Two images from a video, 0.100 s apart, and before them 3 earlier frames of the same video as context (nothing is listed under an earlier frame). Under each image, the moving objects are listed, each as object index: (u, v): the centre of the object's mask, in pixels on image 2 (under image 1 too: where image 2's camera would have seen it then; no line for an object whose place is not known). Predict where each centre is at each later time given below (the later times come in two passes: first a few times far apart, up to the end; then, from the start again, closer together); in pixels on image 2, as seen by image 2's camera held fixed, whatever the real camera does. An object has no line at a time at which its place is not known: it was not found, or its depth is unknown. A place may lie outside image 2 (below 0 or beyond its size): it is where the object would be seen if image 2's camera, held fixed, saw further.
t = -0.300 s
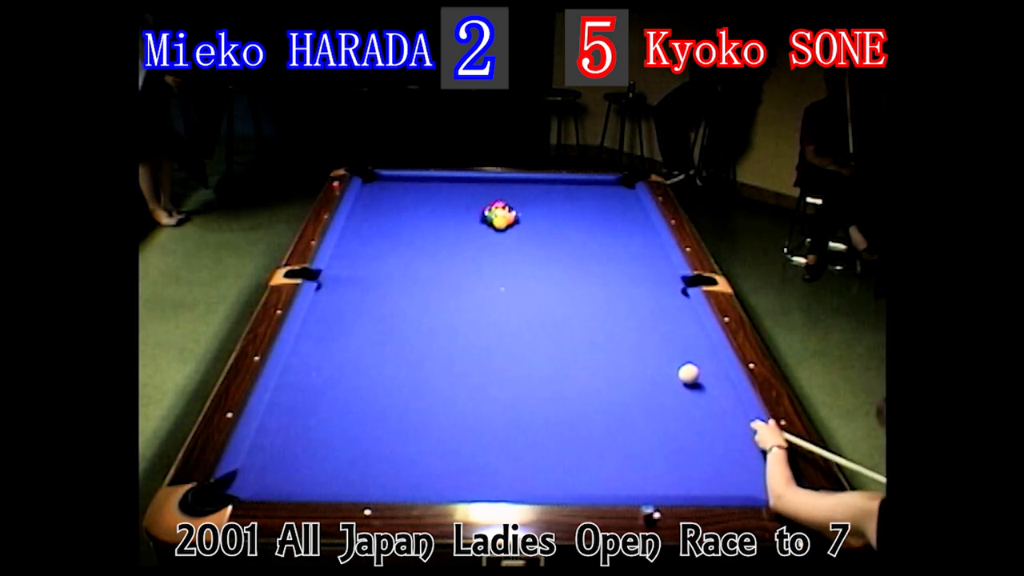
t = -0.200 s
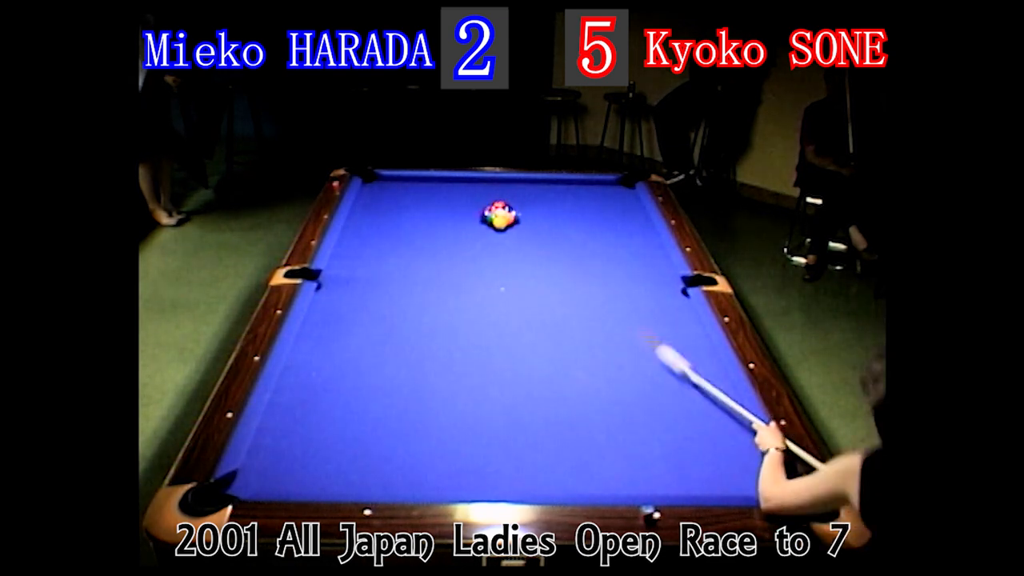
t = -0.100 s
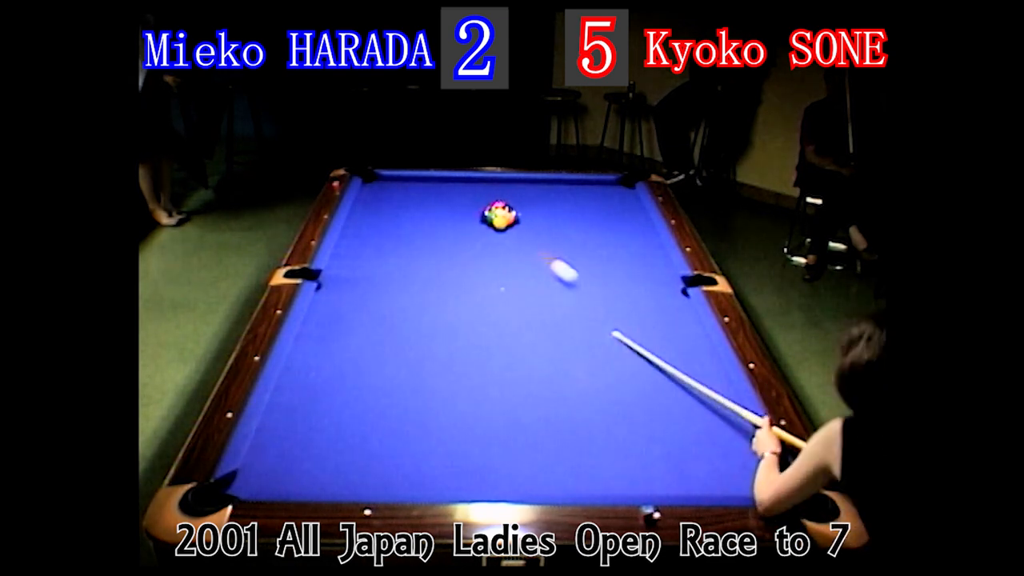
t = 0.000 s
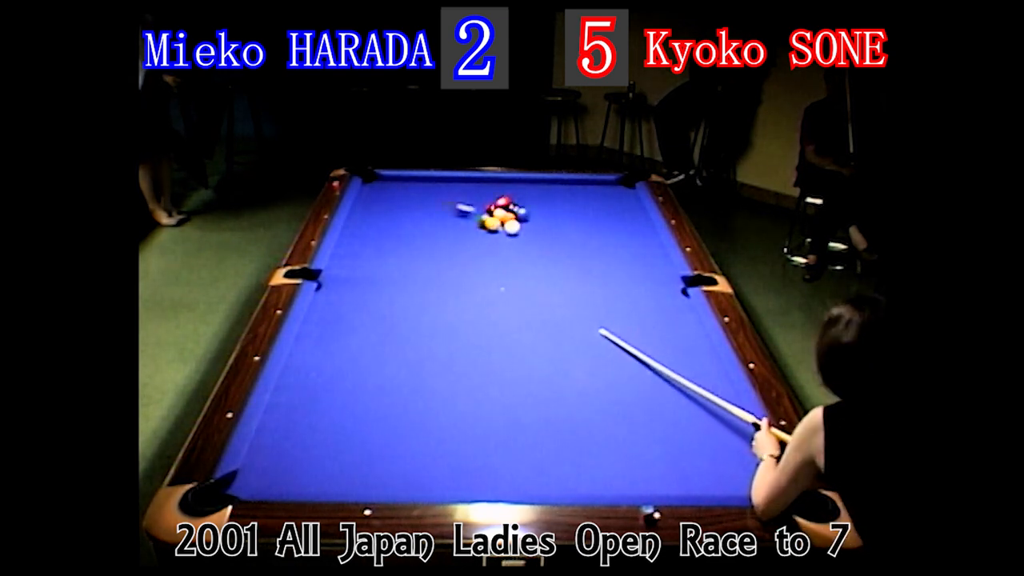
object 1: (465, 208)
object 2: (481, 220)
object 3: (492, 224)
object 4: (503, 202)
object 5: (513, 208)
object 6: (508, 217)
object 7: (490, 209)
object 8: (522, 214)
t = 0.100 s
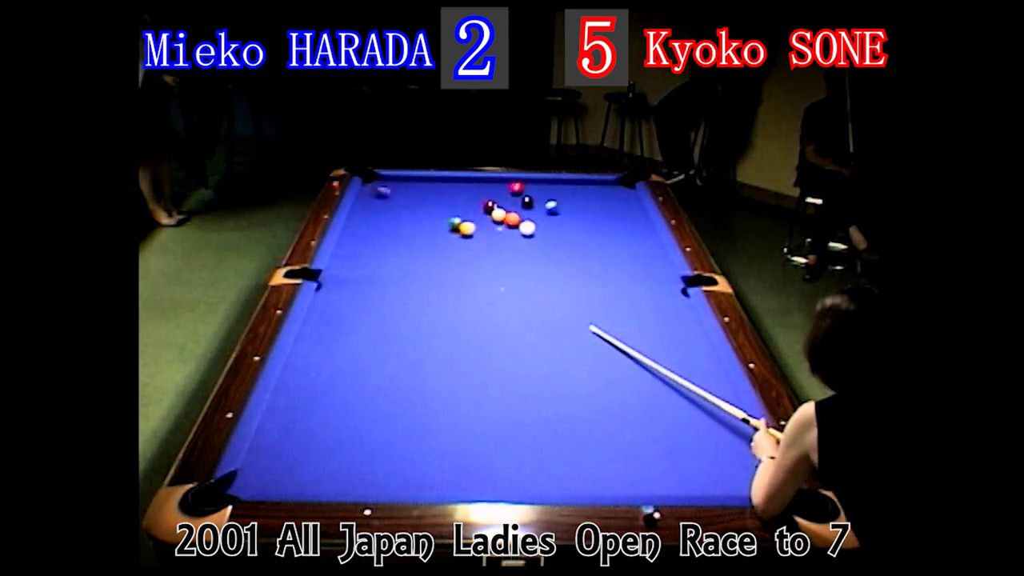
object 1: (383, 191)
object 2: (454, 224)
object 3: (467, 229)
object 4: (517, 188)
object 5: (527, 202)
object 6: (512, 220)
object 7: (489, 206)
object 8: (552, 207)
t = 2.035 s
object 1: (412, 293)
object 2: (500, 320)
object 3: (469, 302)
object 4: (697, 366)
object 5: (620, 224)
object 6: (550, 222)
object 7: (461, 190)
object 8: (497, 195)
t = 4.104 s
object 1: (428, 479)
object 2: (750, 457)
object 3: (658, 369)
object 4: (597, 401)
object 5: (571, 265)
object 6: (550, 222)
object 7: (451, 197)
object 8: (373, 211)
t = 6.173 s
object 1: (508, 430)
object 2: (712, 479)
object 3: (708, 405)
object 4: (515, 329)
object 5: (546, 286)
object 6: (550, 222)
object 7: (451, 197)
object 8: (366, 216)
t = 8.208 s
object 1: (519, 422)
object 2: (712, 479)
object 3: (708, 405)
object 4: (493, 310)
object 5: (545, 286)
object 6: (550, 222)
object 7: (451, 196)
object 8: (366, 216)
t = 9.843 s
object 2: (712, 479)
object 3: (708, 405)
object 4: (493, 309)
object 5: (545, 286)
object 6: (550, 222)
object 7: (451, 197)
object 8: (366, 217)
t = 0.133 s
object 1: (369, 186)
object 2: (446, 226)
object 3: (458, 230)
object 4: (520, 184)
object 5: (531, 199)
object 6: (513, 219)
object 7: (489, 205)
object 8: (561, 205)
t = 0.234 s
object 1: (425, 180)
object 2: (422, 228)
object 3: (436, 234)
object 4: (530, 185)
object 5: (544, 193)
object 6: (516, 220)
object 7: (487, 202)
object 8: (585, 200)
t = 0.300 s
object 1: (458, 181)
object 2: (406, 231)
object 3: (422, 237)
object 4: (536, 191)
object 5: (551, 190)
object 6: (519, 220)
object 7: (485, 200)
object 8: (599, 196)
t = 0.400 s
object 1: (498, 186)
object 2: (383, 234)
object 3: (400, 241)
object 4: (544, 199)
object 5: (562, 185)
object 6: (522, 220)
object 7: (483, 197)
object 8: (618, 194)
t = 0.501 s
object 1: (538, 191)
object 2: (359, 238)
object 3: (378, 245)
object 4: (554, 206)
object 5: (571, 183)
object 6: (525, 220)
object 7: (482, 194)
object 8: (627, 189)
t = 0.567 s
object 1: (562, 194)
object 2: (344, 240)
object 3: (362, 248)
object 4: (560, 212)
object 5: (577, 185)
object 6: (527, 221)
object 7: (480, 192)
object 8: (617, 188)
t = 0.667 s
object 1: (596, 200)
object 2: (356, 244)
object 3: (340, 252)
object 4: (570, 220)
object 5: (585, 188)
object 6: (529, 221)
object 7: (478, 189)
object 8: (603, 185)
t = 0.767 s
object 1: (631, 203)
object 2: (365, 250)
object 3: (349, 256)
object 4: (579, 229)
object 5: (594, 190)
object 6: (532, 221)
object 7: (476, 186)
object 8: (590, 179)
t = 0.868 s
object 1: (623, 208)
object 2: (375, 255)
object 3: (359, 259)
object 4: (589, 237)
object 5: (601, 193)
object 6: (534, 221)
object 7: (475, 184)
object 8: (584, 183)
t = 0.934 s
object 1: (609, 214)
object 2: (381, 259)
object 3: (365, 262)
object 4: (597, 244)
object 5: (607, 196)
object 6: (536, 221)
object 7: (474, 182)
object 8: (579, 184)
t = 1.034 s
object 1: (591, 219)
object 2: (392, 263)
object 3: (374, 265)
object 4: (608, 253)
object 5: (616, 198)
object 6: (538, 221)
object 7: (472, 180)
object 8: (571, 185)
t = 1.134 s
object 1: (575, 226)
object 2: (402, 270)
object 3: (384, 269)
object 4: (619, 262)
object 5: (623, 201)
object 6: (540, 222)
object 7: (471, 181)
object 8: (563, 186)
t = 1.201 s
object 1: (565, 230)
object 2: (408, 273)
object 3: (390, 272)
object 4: (627, 269)
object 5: (630, 204)
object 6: (541, 222)
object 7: (470, 181)
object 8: (559, 187)
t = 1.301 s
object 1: (549, 236)
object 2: (419, 279)
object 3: (399, 275)
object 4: (639, 279)
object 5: (638, 206)
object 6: (542, 222)
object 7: (468, 182)
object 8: (550, 188)
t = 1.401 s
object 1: (531, 243)
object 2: (429, 284)
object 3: (409, 279)
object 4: (652, 291)
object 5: (637, 209)
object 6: (544, 222)
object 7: (467, 184)
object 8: (543, 189)
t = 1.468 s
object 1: (520, 248)
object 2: (437, 288)
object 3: (415, 281)
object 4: (661, 298)
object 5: (635, 211)
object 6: (545, 222)
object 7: (467, 184)
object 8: (539, 190)
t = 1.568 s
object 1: (503, 255)
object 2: (447, 293)
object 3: (425, 285)
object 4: (675, 310)
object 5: (633, 213)
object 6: (546, 222)
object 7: (466, 185)
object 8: (530, 190)
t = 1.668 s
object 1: (485, 263)
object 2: (459, 299)
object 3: (434, 289)
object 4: (689, 322)
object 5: (630, 215)
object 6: (547, 222)
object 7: (465, 186)
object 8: (524, 192)
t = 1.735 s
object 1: (472, 268)
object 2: (466, 303)
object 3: (441, 291)
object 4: (695, 330)
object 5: (628, 217)
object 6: (548, 222)
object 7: (464, 186)
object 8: (518, 193)
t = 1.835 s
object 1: (453, 275)
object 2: (477, 309)
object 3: (451, 295)
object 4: (696, 342)
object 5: (626, 218)
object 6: (549, 222)
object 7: (463, 188)
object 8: (512, 192)
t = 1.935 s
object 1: (433, 284)
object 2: (489, 315)
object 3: (460, 299)
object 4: (696, 354)
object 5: (624, 222)
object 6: (549, 222)
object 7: (462, 189)
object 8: (503, 194)
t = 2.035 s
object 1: (412, 293)
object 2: (500, 320)
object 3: (469, 302)
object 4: (697, 366)
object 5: (620, 224)
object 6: (550, 222)
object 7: (461, 190)
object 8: (497, 195)
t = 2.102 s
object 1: (398, 299)
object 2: (508, 324)
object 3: (476, 305)
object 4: (698, 375)
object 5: (619, 226)
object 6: (550, 222)
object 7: (461, 190)
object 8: (492, 196)
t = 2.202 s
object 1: (376, 307)
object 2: (520, 331)
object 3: (486, 308)
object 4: (699, 389)
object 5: (616, 227)
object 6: (550, 222)
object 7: (460, 191)
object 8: (485, 196)
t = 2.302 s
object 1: (353, 316)
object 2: (531, 336)
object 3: (495, 312)
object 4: (700, 403)
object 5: (614, 230)
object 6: (550, 222)
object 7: (460, 191)
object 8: (478, 197)
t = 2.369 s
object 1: (338, 323)
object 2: (540, 340)
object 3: (502, 314)
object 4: (701, 413)
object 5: (612, 231)
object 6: (550, 222)
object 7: (459, 191)
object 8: (474, 198)
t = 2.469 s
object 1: (313, 334)
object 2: (551, 347)
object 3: (511, 317)
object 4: (702, 428)
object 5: (610, 234)
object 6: (550, 222)
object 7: (457, 193)
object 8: (466, 199)
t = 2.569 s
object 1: (310, 341)
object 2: (564, 353)
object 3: (521, 320)
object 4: (703, 444)
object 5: (607, 235)
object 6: (550, 222)
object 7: (456, 193)
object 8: (460, 200)
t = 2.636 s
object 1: (317, 347)
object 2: (572, 358)
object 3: (527, 323)
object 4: (704, 455)
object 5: (605, 237)
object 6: (550, 222)
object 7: (457, 192)
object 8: (455, 201)
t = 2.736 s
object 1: (323, 356)
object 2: (584, 364)
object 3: (536, 326)
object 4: (705, 473)
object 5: (603, 240)
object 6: (550, 222)
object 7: (457, 194)
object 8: (449, 202)
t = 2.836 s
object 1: (330, 363)
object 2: (597, 370)
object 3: (546, 330)
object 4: (706, 487)
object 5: (600, 242)
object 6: (550, 222)
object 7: (455, 196)
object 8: (443, 202)
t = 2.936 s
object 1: (337, 371)
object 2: (610, 378)
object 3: (555, 333)
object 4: (695, 480)
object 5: (598, 244)
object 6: (550, 222)
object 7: (454, 196)
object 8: (436, 203)
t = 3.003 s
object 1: (342, 378)
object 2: (618, 382)
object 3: (561, 336)
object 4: (688, 475)
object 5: (596, 245)
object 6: (550, 222)
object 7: (454, 197)
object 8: (432, 203)
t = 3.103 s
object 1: (349, 386)
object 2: (631, 388)
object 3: (570, 338)
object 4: (677, 467)
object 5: (594, 247)
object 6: (550, 222)
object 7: (454, 197)
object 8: (426, 204)
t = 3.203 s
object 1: (356, 395)
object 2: (644, 395)
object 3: (580, 342)
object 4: (668, 459)
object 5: (592, 250)
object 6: (550, 222)
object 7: (453, 198)
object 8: (420, 205)
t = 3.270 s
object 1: (361, 400)
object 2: (653, 400)
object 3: (586, 344)
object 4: (662, 455)
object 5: (590, 251)
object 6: (550, 222)
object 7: (453, 197)
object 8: (417, 206)
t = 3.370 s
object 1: (369, 410)
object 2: (666, 407)
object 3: (595, 347)
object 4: (653, 448)
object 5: (587, 252)
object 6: (550, 222)
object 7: (452, 196)
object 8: (411, 206)
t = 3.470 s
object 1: (376, 419)
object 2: (680, 413)
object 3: (604, 350)
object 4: (644, 440)
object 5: (585, 255)
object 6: (550, 222)
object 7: (452, 197)
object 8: (404, 207)
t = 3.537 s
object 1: (381, 425)
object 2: (689, 418)
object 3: (610, 352)
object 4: (639, 435)
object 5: (584, 256)
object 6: (550, 222)
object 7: (452, 197)
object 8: (401, 208)
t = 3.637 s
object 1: (389, 435)
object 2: (702, 425)
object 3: (619, 355)
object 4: (631, 429)
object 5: (582, 257)
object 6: (550, 222)
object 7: (451, 197)
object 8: (396, 208)
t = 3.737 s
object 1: (397, 444)
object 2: (715, 432)
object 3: (627, 358)
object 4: (623, 423)
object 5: (579, 259)
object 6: (550, 222)
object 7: (451, 197)
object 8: (390, 208)
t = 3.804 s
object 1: (402, 450)
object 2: (725, 437)
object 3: (633, 360)
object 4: (618, 418)
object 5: (578, 260)
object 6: (550, 222)
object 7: (451, 197)
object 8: (387, 209)
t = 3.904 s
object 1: (411, 461)
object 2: (739, 444)
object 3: (641, 363)
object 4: (611, 412)
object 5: (576, 262)
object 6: (550, 222)
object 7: (451, 197)
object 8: (383, 210)
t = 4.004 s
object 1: (420, 470)
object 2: (752, 451)
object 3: (650, 366)
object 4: (604, 406)
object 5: (573, 264)
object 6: (550, 222)
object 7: (451, 197)
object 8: (379, 210)
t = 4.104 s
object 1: (428, 479)
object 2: (750, 457)
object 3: (658, 369)
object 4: (597, 401)
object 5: (571, 265)
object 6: (550, 222)
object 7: (451, 197)
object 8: (373, 211)
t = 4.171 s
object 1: (435, 483)
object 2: (748, 460)
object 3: (664, 371)
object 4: (593, 397)
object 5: (569, 266)
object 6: (550, 222)
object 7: (451, 197)
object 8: (369, 212)
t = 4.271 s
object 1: (441, 482)
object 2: (746, 465)
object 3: (672, 374)
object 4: (587, 392)
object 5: (568, 268)
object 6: (550, 222)
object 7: (451, 197)
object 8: (365, 212)
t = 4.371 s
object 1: (446, 480)
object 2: (744, 471)
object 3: (679, 377)
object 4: (582, 387)
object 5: (566, 269)
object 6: (550, 222)
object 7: (451, 197)
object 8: (360, 213)
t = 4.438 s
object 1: (449, 478)
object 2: (742, 474)
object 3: (685, 378)
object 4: (578, 383)
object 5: (565, 271)
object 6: (550, 222)
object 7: (451, 197)
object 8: (358, 214)
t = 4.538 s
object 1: (454, 475)
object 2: (739, 478)
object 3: (692, 381)
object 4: (572, 379)
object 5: (563, 271)
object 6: (550, 222)
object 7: (451, 197)
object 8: (354, 214)
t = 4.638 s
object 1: (458, 470)
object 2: (737, 482)
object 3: (700, 384)
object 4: (567, 375)
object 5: (562, 273)
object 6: (550, 222)
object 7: (451, 197)
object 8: (355, 215)
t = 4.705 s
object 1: (462, 467)
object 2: (735, 484)
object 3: (705, 386)
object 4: (564, 372)
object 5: (561, 274)
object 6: (550, 222)
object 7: (451, 197)
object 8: (356, 214)
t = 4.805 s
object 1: (466, 464)
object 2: (733, 487)
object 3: (712, 388)
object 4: (560, 368)
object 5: (559, 275)
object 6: (550, 222)
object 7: (451, 197)
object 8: (357, 214)
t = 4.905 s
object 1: (470, 460)
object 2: (730, 487)
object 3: (720, 391)
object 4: (555, 364)
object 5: (557, 276)
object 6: (550, 222)
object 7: (451, 197)
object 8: (359, 215)
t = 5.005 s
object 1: (474, 456)
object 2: (727, 486)
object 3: (725, 393)
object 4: (551, 360)
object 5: (556, 278)
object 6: (550, 222)
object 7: (451, 197)
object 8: (361, 215)
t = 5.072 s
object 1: (477, 454)
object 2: (725, 485)
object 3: (723, 394)
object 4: (549, 358)
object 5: (555, 278)
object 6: (550, 222)
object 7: (451, 197)
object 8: (362, 215)
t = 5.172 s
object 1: (481, 451)
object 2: (723, 484)
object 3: (721, 395)
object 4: (545, 355)
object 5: (554, 279)
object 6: (550, 222)
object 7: (451, 197)
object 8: (362, 216)
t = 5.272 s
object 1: (484, 448)
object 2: (721, 484)
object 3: (720, 397)
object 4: (541, 351)
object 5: (553, 280)
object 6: (550, 222)
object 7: (451, 197)
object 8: (364, 216)
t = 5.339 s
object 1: (486, 447)
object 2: (719, 483)
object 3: (718, 398)
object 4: (538, 349)
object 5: (552, 280)
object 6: (550, 222)
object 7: (451, 197)
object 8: (364, 217)
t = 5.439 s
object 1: (490, 445)
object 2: (718, 482)
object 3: (717, 399)
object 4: (535, 346)
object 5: (551, 281)
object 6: (550, 222)
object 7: (451, 197)
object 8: (365, 217)
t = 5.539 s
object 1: (493, 442)
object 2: (716, 481)
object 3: (715, 400)
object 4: (532, 344)
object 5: (550, 282)
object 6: (550, 222)
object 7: (451, 197)
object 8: (365, 217)
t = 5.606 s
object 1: (495, 440)
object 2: (715, 481)
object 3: (714, 401)
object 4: (530, 342)
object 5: (549, 283)
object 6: (550, 222)
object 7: (451, 197)
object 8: (366, 216)
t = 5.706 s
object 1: (498, 438)
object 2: (714, 480)
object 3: (713, 402)
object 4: (527, 339)
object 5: (548, 283)
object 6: (550, 222)
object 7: (451, 196)
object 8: (366, 217)
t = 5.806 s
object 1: (500, 436)
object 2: (713, 480)
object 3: (712, 402)
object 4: (524, 337)
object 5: (547, 284)
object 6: (550, 222)
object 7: (451, 197)
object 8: (366, 216)
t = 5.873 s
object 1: (502, 435)
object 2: (712, 480)
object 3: (711, 403)
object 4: (523, 336)
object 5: (547, 284)
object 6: (550, 222)
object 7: (451, 197)
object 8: (366, 216)
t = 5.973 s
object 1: (504, 433)
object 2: (712, 479)
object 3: (710, 403)
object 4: (520, 333)
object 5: (547, 285)
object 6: (550, 222)
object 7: (451, 197)
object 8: (366, 216)
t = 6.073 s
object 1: (506, 431)
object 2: (712, 479)
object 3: (709, 404)
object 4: (517, 331)
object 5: (546, 285)
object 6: (550, 222)
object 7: (451, 197)
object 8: (367, 216)
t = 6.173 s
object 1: (508, 430)
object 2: (712, 479)
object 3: (708, 405)
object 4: (515, 329)
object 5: (546, 286)
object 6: (550, 222)
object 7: (451, 197)
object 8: (366, 216)
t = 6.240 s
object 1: (510, 429)
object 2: (712, 479)
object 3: (708, 405)
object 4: (514, 328)
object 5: (545, 286)
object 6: (550, 222)
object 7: (451, 197)
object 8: (366, 216)
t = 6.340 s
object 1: (511, 428)
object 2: (712, 479)
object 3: (708, 405)
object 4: (512, 326)
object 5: (545, 286)
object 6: (550, 222)
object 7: (451, 197)
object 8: (366, 216)
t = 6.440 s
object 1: (513, 427)
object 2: (712, 479)
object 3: (708, 406)
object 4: (510, 324)
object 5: (545, 286)
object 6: (550, 222)
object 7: (451, 197)
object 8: (366, 216)
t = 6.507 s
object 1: (514, 426)
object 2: (712, 479)
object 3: (708, 406)
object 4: (509, 323)
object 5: (545, 286)
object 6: (550, 222)
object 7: (451, 197)
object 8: (366, 216)
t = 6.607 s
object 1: (515, 425)
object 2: (712, 479)
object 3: (708, 406)
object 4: (507, 322)
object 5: (545, 286)
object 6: (550, 222)
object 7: (451, 197)
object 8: (366, 216)
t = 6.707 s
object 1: (516, 424)
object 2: (712, 479)
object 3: (708, 406)
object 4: (506, 320)
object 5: (545, 286)
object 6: (550, 222)
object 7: (451, 197)
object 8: (366, 216)
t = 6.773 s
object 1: (517, 423)
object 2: (712, 479)
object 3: (708, 406)
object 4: (504, 320)
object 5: (545, 286)
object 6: (550, 222)
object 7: (451, 197)
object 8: (366, 216)
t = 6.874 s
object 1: (518, 423)
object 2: (712, 479)
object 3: (708, 406)
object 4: (503, 318)
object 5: (545, 286)
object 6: (550, 222)
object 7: (451, 197)
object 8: (366, 216)
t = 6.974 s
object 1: (518, 422)
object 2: (712, 479)
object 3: (708, 406)
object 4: (502, 317)
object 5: (545, 286)
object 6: (550, 222)
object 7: (451, 197)
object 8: (366, 216)
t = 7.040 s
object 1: (519, 422)
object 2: (712, 479)
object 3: (708, 406)
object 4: (501, 316)
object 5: (545, 286)
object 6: (550, 222)
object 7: (451, 197)
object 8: (366, 216)
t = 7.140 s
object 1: (519, 422)
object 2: (712, 479)
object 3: (708, 406)
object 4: (500, 315)
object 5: (545, 286)
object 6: (550, 222)
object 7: (451, 197)
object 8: (367, 216)
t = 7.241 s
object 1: (519, 422)
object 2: (711, 479)
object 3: (708, 406)
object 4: (499, 314)
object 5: (545, 286)
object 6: (550, 222)
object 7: (451, 197)
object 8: (367, 216)
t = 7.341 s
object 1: (519, 422)
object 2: (712, 479)
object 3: (708, 406)
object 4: (498, 313)
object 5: (545, 286)
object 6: (550, 222)
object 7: (451, 197)
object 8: (366, 216)
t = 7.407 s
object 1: (519, 422)
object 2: (712, 479)
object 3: (708, 406)
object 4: (497, 313)
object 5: (545, 286)
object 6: (550, 222)
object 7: (451, 197)
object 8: (366, 216)
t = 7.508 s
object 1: (519, 422)
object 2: (712, 479)
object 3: (708, 406)
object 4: (496, 312)
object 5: (545, 286)
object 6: (550, 222)
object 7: (451, 197)
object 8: (366, 216)
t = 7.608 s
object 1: (519, 422)
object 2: (712, 479)
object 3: (708, 406)
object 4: (495, 311)
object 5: (545, 286)
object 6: (550, 222)
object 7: (451, 197)
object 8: (366, 216)
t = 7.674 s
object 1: (519, 422)
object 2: (712, 479)
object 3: (708, 406)
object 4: (495, 311)
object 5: (545, 286)
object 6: (550, 222)
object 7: (451, 197)
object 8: (366, 216)
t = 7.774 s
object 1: (519, 422)
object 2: (712, 479)
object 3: (708, 405)
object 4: (494, 310)
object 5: (545, 286)
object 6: (550, 222)
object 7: (451, 197)
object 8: (366, 216)
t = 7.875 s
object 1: (519, 422)
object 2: (712, 479)
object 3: (708, 405)
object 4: (494, 310)
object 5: (545, 286)
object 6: (550, 222)
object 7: (451, 197)
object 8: (366, 216)
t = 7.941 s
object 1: (519, 422)
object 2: (712, 479)
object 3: (708, 405)
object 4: (494, 310)
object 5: (545, 286)
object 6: (550, 222)
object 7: (451, 196)
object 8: (367, 216)
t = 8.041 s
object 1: (519, 422)
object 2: (712, 479)
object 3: (708, 405)
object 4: (493, 310)
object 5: (545, 286)
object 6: (550, 222)
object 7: (451, 197)
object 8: (366, 216)
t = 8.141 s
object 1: (519, 422)
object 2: (712, 479)
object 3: (708, 405)
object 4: (493, 310)
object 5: (545, 286)
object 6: (550, 222)
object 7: (451, 196)
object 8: (366, 216)
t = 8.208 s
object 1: (519, 422)
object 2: (712, 479)
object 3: (708, 405)
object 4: (493, 310)
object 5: (545, 286)
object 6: (550, 222)
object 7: (451, 196)
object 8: (366, 216)
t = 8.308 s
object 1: (519, 422)
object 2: (712, 479)
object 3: (708, 405)
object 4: (493, 310)
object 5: (545, 286)
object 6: (550, 222)
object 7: (451, 197)
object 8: (366, 216)
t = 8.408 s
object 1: (519, 422)
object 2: (712, 479)
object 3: (708, 405)
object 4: (493, 309)
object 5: (545, 286)
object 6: (550, 222)
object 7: (451, 197)
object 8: (366, 217)
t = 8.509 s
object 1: (519, 422)
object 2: (712, 479)
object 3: (708, 405)
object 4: (493, 310)
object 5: (545, 286)
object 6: (550, 222)
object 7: (451, 197)
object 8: (366, 217)
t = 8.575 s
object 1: (519, 422)
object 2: (712, 479)
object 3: (708, 406)
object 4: (493, 309)
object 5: (545, 286)
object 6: (550, 222)
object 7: (451, 197)
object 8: (366, 217)
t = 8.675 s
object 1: (519, 422)
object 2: (712, 479)
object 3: (708, 405)
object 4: (493, 309)
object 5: (545, 286)
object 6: (550, 222)
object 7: (451, 197)
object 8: (366, 217)
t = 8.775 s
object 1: (519, 422)
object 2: (712, 479)
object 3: (708, 405)
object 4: (493, 309)
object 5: (545, 286)
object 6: (550, 222)
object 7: (451, 197)
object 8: (366, 216)
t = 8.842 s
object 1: (519, 422)
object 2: (712, 479)
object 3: (708, 405)
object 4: (493, 309)
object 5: (545, 286)
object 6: (550, 222)
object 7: (451, 197)
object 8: (366, 217)
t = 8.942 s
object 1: (519, 422)
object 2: (712, 479)
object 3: (708, 405)
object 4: (493, 309)
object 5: (545, 286)
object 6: (550, 222)
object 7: (451, 197)
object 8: (366, 217)
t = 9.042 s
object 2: (712, 479)
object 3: (708, 405)
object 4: (493, 309)
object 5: (545, 286)
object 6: (550, 222)
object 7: (451, 197)
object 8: (366, 217)
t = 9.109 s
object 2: (712, 479)
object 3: (708, 405)
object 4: (493, 309)
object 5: (545, 286)
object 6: (550, 222)
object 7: (451, 196)
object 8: (366, 217)
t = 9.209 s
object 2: (712, 479)
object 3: (708, 405)
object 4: (493, 309)
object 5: (545, 286)
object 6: (550, 222)
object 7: (451, 197)
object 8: (366, 217)
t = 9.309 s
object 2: (712, 479)
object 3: (708, 405)
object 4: (493, 309)
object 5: (545, 286)
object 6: (550, 222)
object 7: (451, 196)
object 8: (366, 217)
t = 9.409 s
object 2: (712, 479)
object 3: (708, 405)
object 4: (493, 309)
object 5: (545, 286)
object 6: (550, 222)
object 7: (451, 197)
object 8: (366, 217)
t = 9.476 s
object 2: (712, 479)
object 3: (708, 405)
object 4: (493, 309)
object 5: (545, 286)
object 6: (550, 222)
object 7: (451, 197)
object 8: (366, 217)
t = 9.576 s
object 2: (712, 479)
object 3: (708, 405)
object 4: (493, 309)
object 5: (545, 286)
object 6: (550, 222)
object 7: (451, 197)
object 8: (366, 217)
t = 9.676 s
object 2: (712, 479)
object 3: (708, 405)
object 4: (493, 309)
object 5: (545, 286)
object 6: (550, 222)
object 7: (451, 197)
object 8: (366, 217)
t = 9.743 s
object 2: (712, 479)
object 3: (708, 405)
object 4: (493, 309)
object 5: (545, 286)
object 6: (550, 222)
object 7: (451, 197)
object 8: (366, 217)
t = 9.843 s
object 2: (712, 479)
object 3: (708, 405)
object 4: (493, 309)
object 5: (545, 286)
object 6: (550, 222)
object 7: (451, 197)
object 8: (366, 217)
